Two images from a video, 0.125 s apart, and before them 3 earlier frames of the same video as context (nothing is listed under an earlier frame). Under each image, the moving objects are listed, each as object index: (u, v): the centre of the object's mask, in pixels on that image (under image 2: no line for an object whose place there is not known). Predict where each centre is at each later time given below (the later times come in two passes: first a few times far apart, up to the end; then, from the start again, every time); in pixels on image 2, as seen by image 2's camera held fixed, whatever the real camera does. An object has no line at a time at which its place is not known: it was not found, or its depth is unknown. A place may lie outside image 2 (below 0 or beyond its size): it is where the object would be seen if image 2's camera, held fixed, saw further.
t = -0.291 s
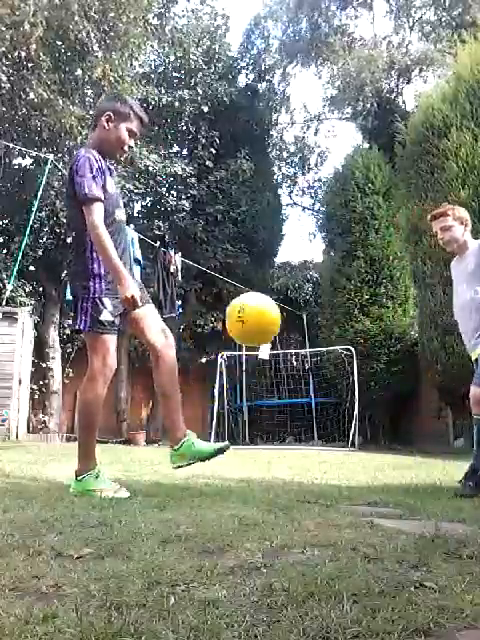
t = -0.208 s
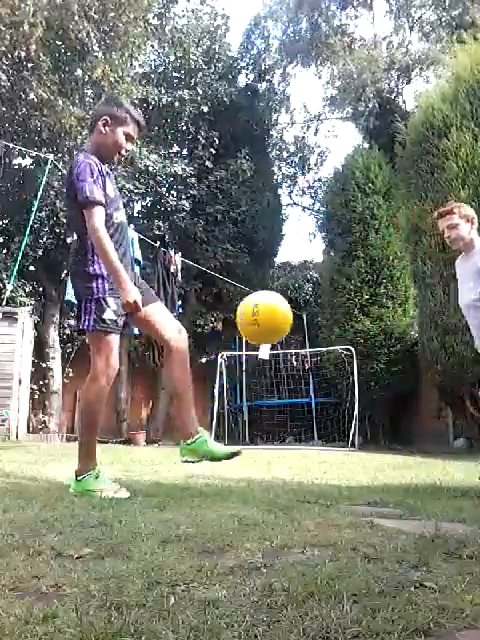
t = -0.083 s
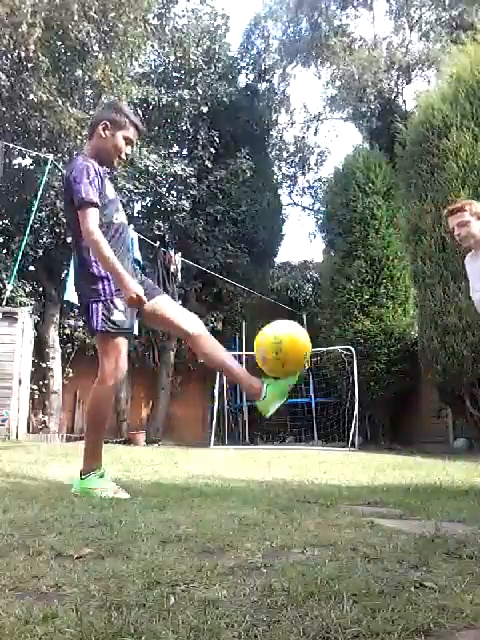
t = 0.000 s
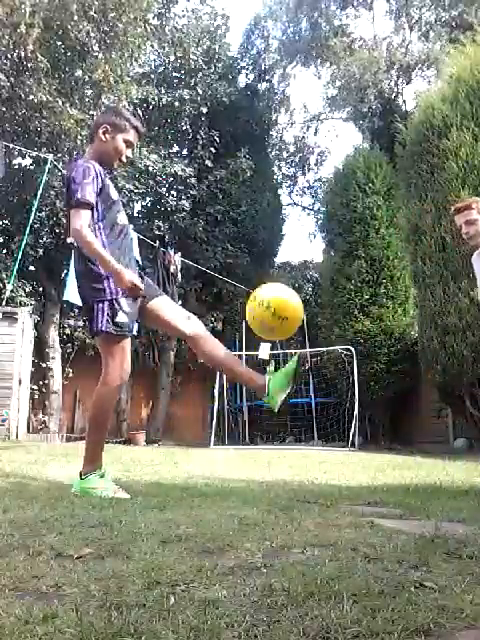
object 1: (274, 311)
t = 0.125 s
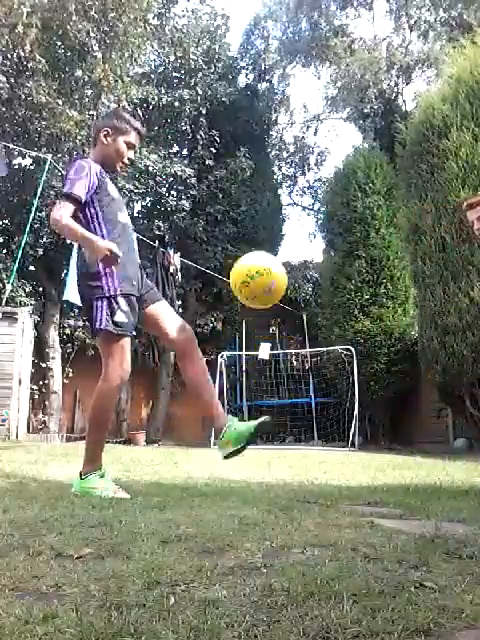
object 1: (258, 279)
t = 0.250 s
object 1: (243, 287)
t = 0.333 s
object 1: (232, 314)
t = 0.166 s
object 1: (253, 277)
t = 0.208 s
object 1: (248, 280)
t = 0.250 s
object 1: (243, 287)
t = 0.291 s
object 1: (238, 298)
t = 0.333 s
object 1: (232, 314)
